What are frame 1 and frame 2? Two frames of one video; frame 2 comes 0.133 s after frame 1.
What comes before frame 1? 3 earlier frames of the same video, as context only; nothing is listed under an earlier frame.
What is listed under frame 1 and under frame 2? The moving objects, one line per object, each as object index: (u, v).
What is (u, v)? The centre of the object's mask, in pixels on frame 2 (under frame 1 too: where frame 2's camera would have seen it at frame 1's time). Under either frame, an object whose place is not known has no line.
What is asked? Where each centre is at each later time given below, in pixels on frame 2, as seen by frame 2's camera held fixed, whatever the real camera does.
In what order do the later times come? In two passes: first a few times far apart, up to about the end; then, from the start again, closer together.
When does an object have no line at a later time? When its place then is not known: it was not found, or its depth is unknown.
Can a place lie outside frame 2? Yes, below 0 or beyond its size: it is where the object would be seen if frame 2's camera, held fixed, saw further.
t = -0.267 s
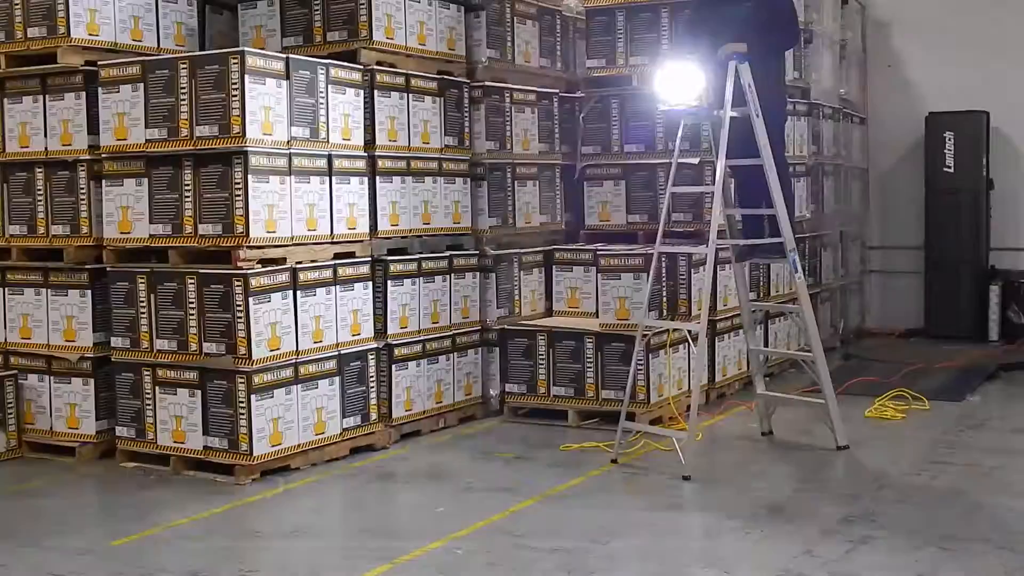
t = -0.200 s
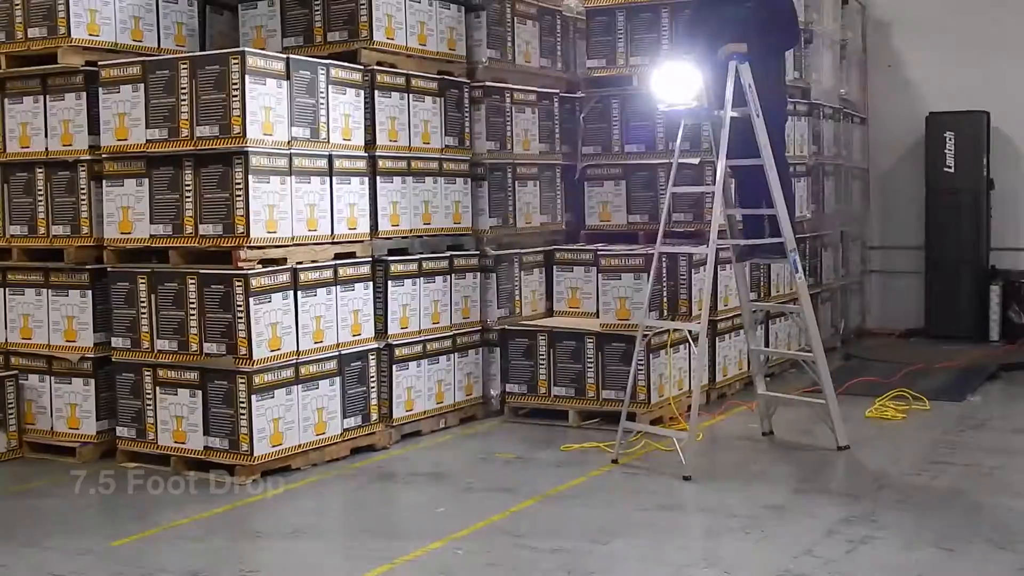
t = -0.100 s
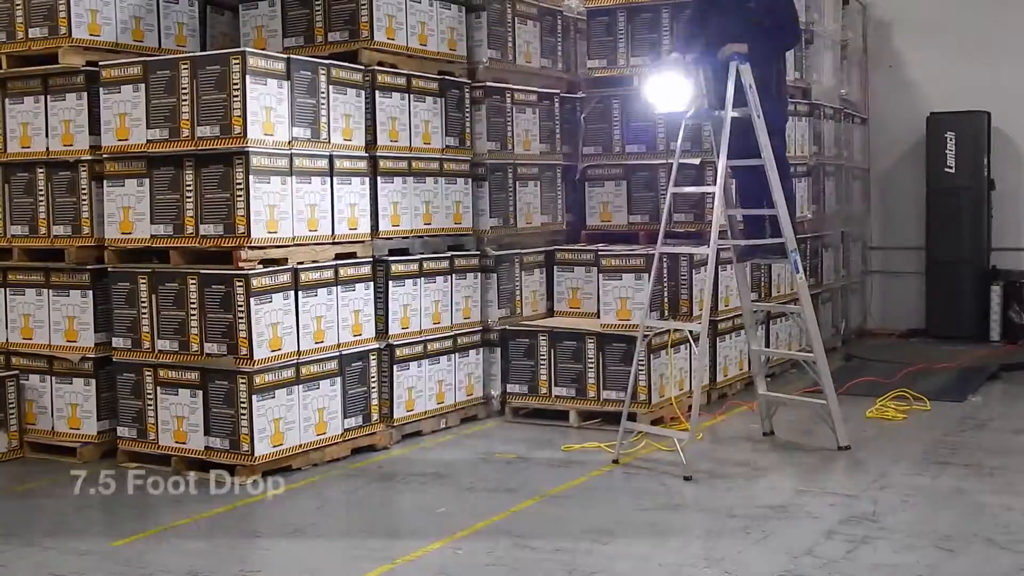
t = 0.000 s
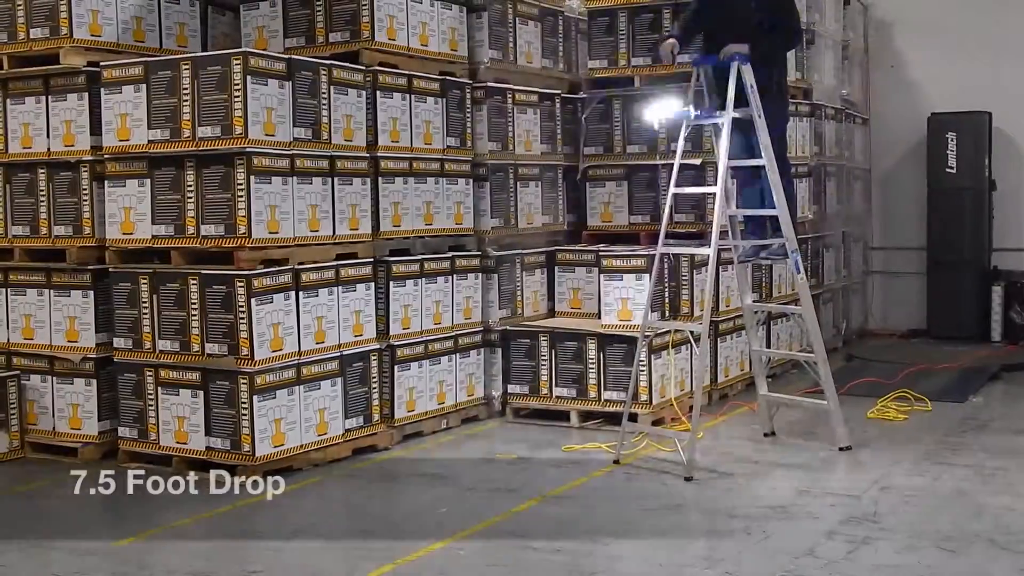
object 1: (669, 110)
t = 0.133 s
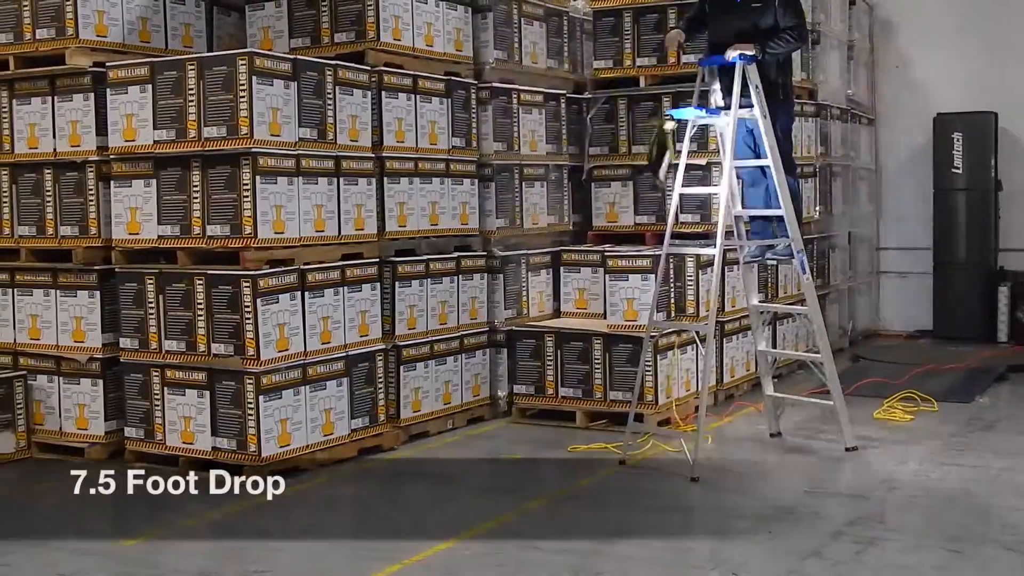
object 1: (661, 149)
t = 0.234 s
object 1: (650, 205)
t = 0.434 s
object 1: (631, 388)
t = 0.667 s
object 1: (598, 443)
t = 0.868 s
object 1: (573, 457)
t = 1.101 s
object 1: (542, 466)
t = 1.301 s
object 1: (538, 467)
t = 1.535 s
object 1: (535, 467)
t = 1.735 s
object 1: (535, 467)
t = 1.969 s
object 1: (536, 469)
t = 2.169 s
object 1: (535, 468)
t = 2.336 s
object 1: (535, 469)
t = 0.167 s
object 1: (659, 168)
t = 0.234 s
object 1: (650, 205)
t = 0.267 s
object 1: (650, 234)
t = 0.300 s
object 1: (638, 256)
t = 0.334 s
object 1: (634, 287)
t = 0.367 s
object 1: (632, 319)
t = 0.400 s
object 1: (633, 349)
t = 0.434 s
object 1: (631, 388)
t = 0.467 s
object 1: (628, 424)
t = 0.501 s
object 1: (627, 446)
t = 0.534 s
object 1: (617, 448)
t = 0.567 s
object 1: (611, 444)
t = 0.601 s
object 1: (606, 441)
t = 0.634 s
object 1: (602, 444)
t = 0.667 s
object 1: (598, 443)
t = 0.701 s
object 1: (589, 442)
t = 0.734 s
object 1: (583, 446)
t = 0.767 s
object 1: (577, 447)
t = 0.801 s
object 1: (579, 450)
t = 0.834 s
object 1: (576, 453)
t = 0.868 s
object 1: (573, 457)
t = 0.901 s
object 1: (573, 454)
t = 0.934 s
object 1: (568, 455)
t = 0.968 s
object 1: (561, 460)
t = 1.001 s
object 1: (543, 467)
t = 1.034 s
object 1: (546, 467)
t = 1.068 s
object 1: (540, 467)
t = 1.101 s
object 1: (542, 466)
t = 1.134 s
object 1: (540, 467)
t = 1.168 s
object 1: (540, 466)
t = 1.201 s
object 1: (539, 467)
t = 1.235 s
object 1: (539, 467)
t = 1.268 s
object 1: (538, 467)
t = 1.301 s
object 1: (538, 467)
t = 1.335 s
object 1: (539, 467)
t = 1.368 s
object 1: (538, 467)
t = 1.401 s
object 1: (537, 467)
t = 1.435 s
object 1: (538, 468)
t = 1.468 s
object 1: (535, 467)
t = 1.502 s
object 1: (541, 467)
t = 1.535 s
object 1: (535, 467)
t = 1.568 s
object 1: (540, 467)
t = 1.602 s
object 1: (537, 468)
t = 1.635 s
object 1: (535, 468)
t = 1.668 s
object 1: (536, 468)
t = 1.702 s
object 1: (535, 468)
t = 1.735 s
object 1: (535, 467)
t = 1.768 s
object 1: (538, 472)
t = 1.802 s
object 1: (535, 468)
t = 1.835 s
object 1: (535, 468)
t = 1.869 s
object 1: (535, 468)
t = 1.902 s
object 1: (536, 469)
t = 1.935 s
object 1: (535, 468)
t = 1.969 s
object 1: (536, 469)
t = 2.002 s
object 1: (535, 468)
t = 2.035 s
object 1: (535, 469)
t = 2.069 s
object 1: (534, 468)
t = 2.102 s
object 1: (534, 468)
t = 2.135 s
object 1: (534, 468)
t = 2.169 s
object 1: (535, 468)
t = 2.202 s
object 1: (534, 468)
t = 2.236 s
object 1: (536, 469)
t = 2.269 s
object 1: (535, 468)
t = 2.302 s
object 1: (535, 469)
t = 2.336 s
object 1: (535, 469)
